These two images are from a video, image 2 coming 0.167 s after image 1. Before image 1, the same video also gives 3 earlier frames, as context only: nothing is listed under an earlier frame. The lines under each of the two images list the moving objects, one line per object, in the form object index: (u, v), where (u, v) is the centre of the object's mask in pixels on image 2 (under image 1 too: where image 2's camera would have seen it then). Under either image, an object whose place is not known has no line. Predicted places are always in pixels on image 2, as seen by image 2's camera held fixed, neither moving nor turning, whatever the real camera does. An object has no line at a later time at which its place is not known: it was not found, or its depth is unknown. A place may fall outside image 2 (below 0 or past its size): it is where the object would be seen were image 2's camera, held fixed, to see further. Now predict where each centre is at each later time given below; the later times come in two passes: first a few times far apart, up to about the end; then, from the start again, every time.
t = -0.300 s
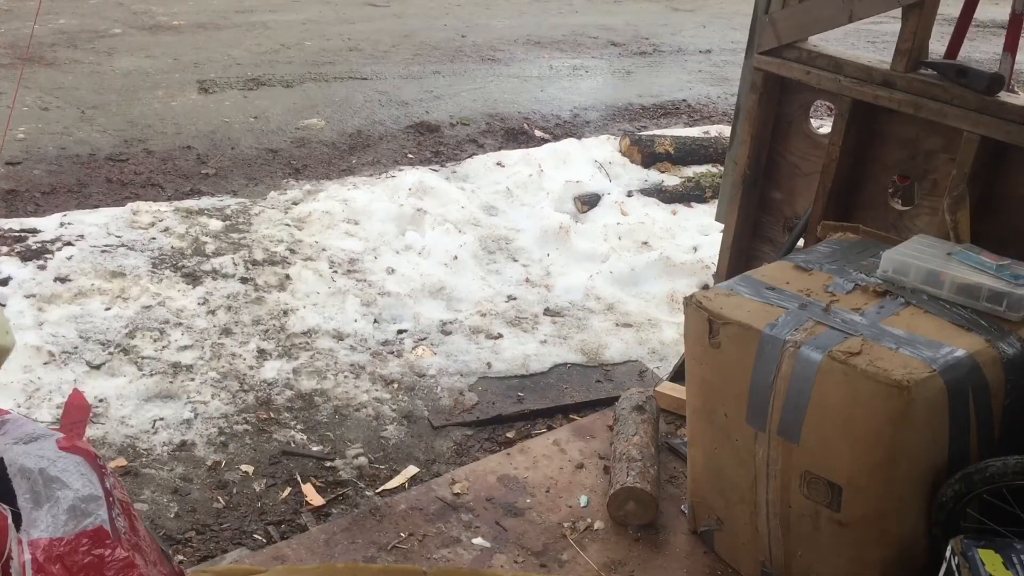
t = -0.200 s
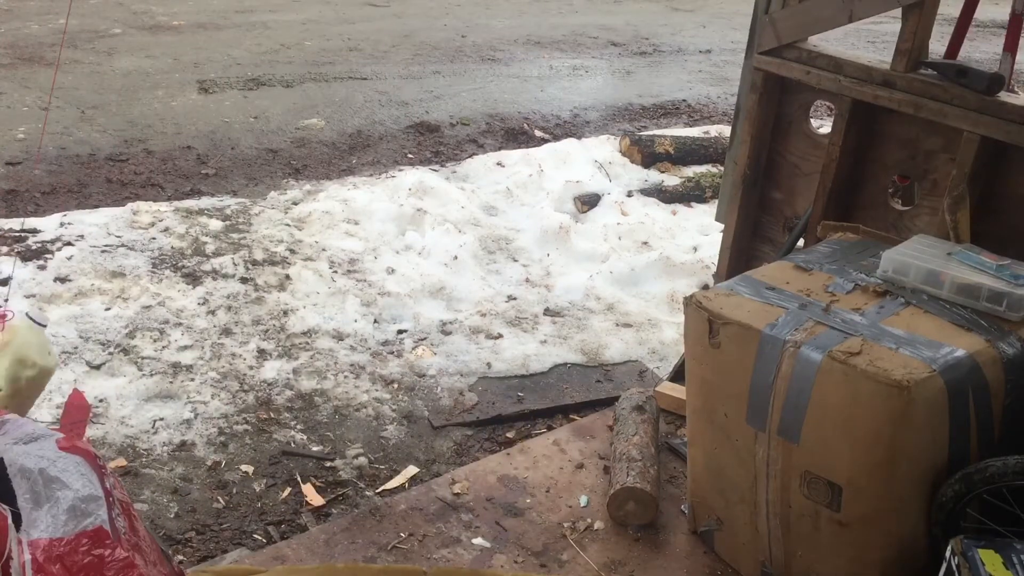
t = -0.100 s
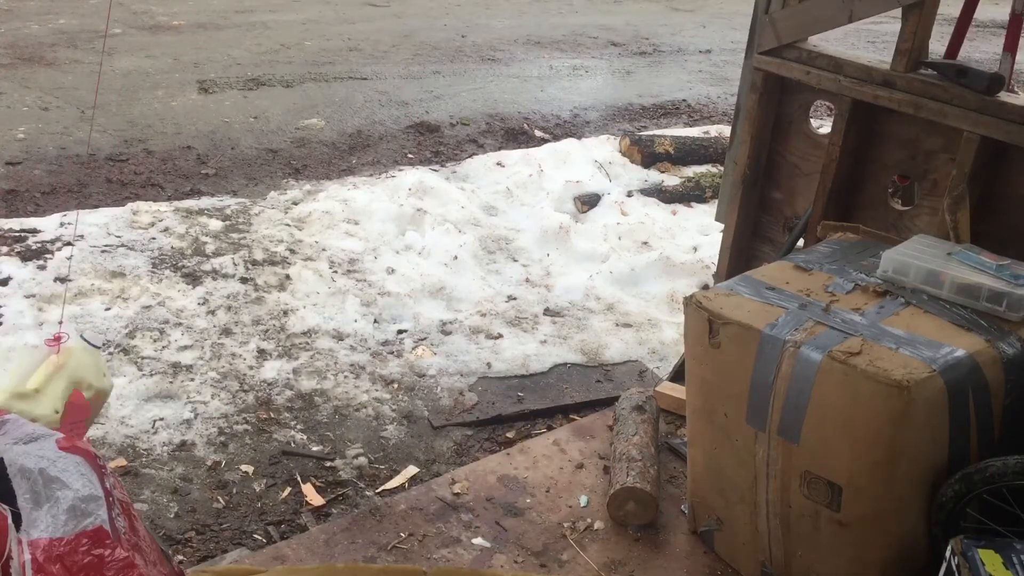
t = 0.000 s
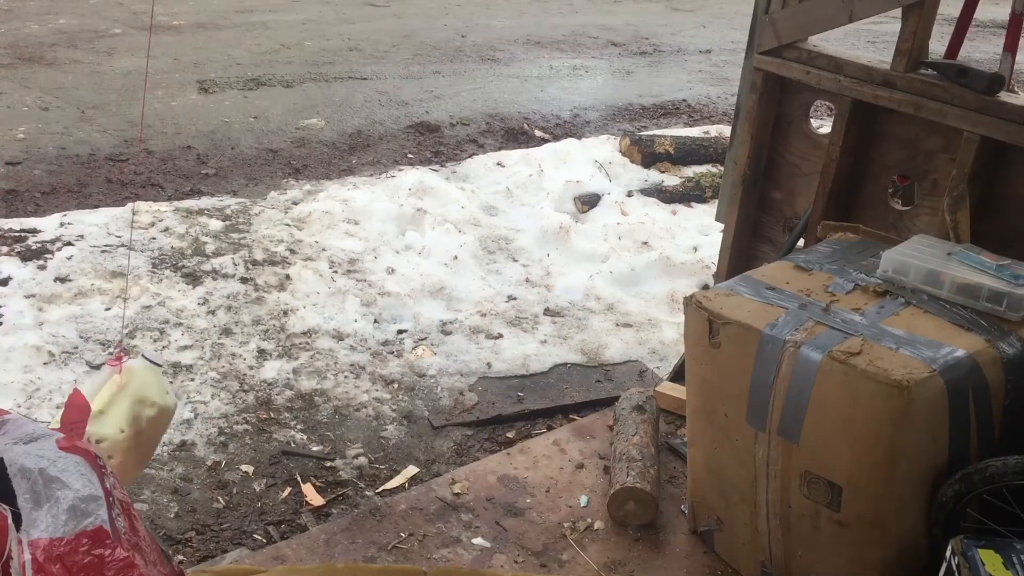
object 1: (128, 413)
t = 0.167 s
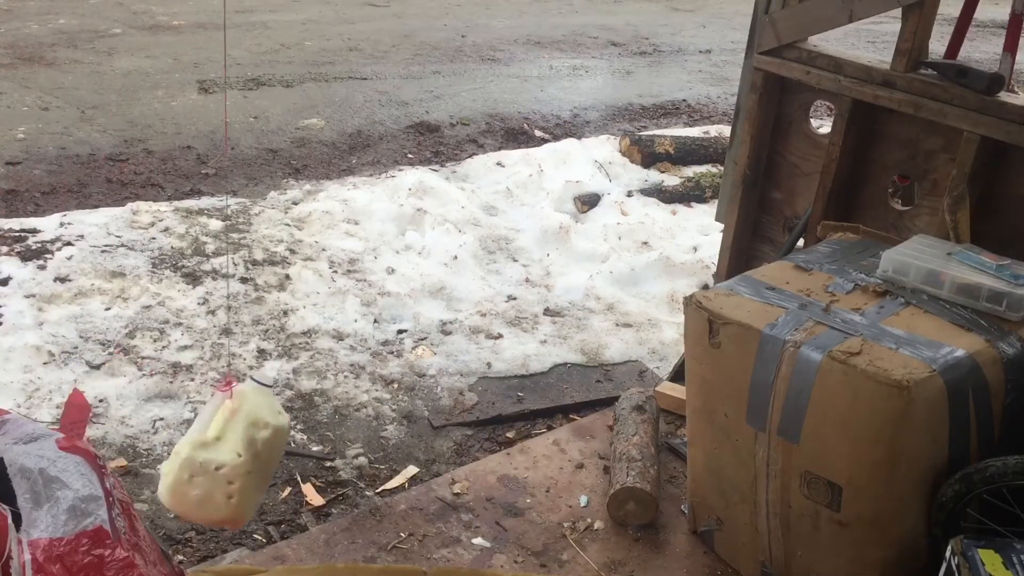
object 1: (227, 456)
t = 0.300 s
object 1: (316, 466)
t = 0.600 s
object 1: (445, 459)
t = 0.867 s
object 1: (434, 455)
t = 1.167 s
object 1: (293, 446)
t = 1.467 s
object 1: (113, 397)
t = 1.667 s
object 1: (29, 356)
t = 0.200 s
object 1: (250, 459)
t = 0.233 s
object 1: (273, 462)
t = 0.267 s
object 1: (296, 463)
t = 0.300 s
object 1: (316, 466)
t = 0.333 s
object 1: (337, 466)
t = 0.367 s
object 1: (356, 464)
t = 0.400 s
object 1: (373, 466)
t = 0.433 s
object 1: (390, 464)
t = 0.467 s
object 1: (404, 463)
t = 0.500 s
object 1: (417, 464)
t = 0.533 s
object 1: (428, 463)
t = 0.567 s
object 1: (438, 461)
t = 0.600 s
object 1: (445, 459)
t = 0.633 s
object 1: (451, 459)
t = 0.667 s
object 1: (454, 458)
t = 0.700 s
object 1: (455, 456)
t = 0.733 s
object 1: (455, 456)
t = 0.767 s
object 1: (453, 455)
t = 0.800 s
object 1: (448, 455)
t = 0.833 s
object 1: (442, 456)
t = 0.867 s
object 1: (434, 455)
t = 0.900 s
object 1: (424, 455)
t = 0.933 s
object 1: (412, 456)
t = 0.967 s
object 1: (399, 455)
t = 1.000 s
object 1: (384, 454)
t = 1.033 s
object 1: (368, 454)
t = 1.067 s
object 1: (351, 453)
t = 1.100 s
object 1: (332, 452)
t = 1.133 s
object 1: (313, 451)
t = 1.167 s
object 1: (293, 446)
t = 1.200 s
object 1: (273, 444)
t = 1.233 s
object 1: (252, 441)
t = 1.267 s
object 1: (230, 438)
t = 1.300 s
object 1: (207, 434)
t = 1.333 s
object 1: (186, 430)
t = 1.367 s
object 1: (166, 423)
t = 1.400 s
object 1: (150, 416)
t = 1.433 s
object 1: (136, 406)
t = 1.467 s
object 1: (113, 397)
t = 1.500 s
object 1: (92, 388)
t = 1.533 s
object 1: (73, 380)
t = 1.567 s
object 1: (57, 374)
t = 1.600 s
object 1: (47, 369)
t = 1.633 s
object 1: (37, 363)
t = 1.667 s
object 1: (29, 356)
